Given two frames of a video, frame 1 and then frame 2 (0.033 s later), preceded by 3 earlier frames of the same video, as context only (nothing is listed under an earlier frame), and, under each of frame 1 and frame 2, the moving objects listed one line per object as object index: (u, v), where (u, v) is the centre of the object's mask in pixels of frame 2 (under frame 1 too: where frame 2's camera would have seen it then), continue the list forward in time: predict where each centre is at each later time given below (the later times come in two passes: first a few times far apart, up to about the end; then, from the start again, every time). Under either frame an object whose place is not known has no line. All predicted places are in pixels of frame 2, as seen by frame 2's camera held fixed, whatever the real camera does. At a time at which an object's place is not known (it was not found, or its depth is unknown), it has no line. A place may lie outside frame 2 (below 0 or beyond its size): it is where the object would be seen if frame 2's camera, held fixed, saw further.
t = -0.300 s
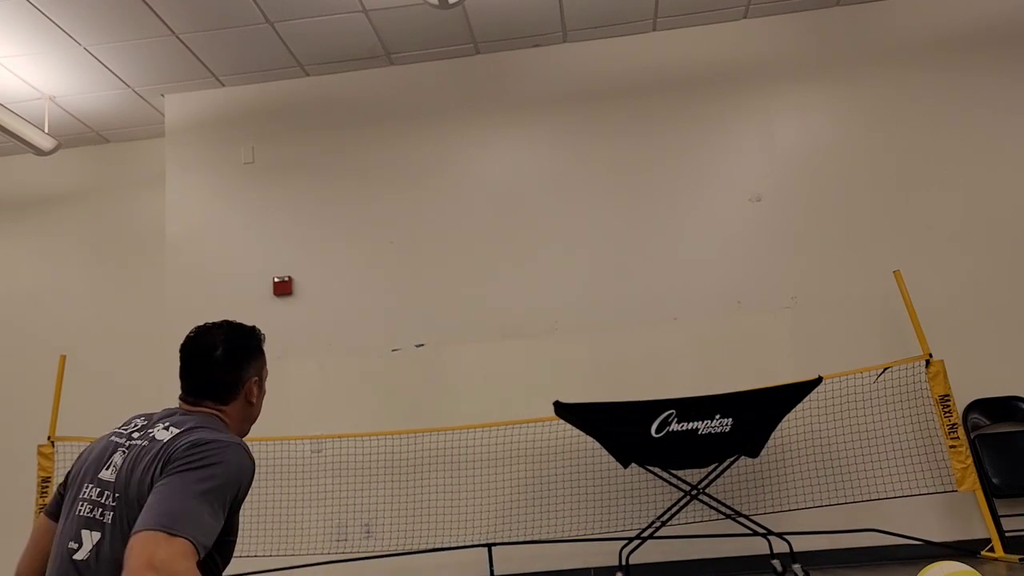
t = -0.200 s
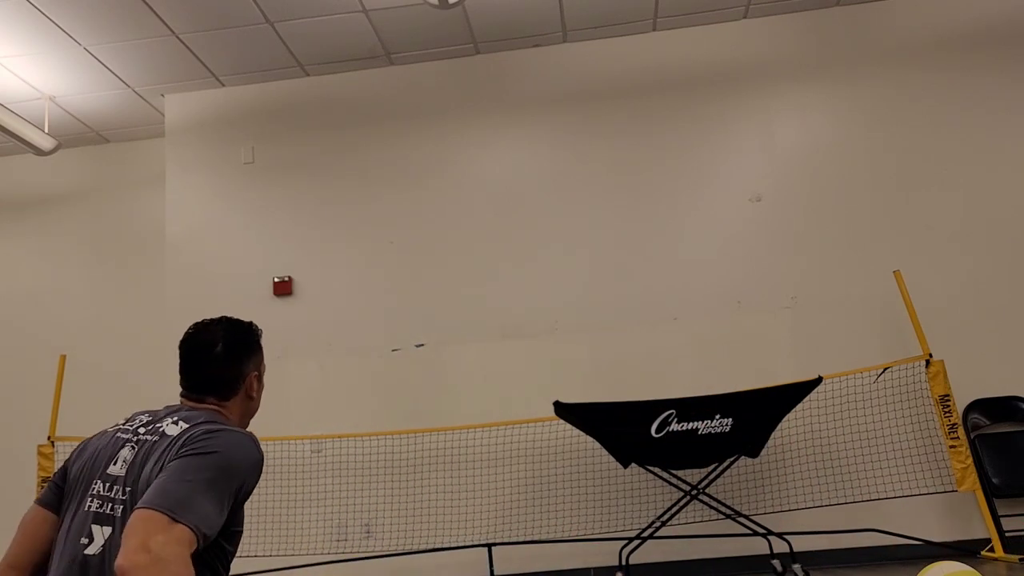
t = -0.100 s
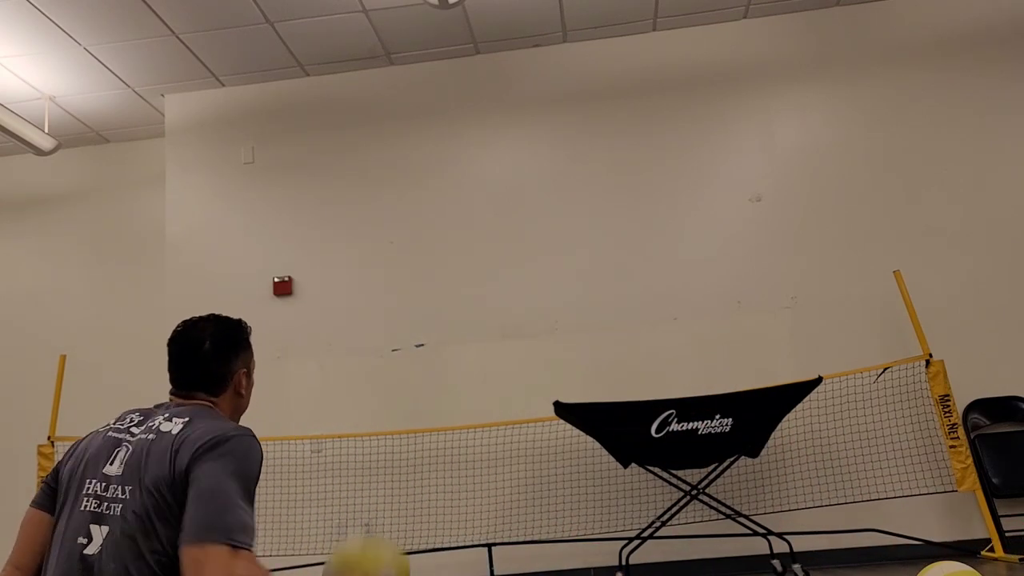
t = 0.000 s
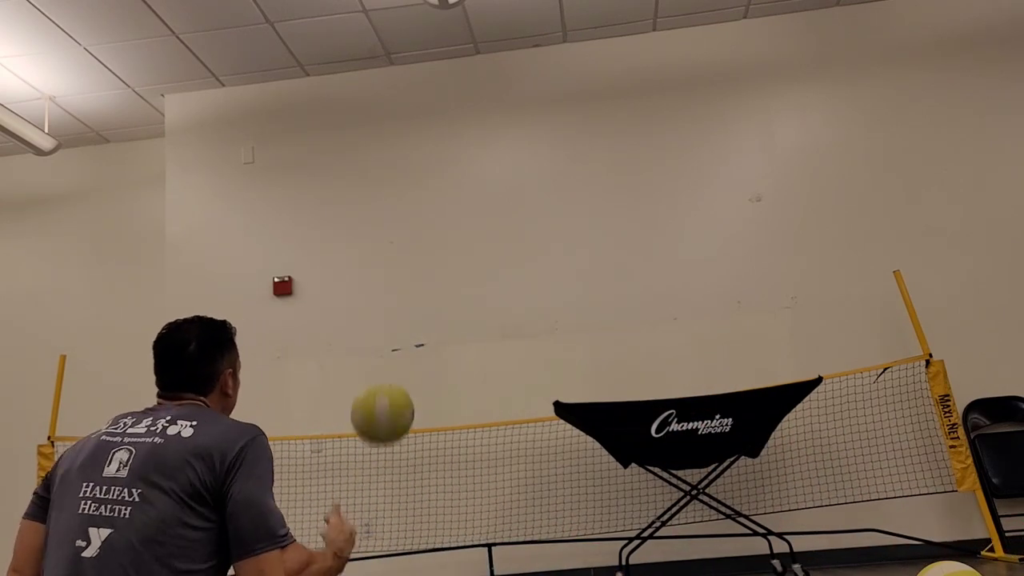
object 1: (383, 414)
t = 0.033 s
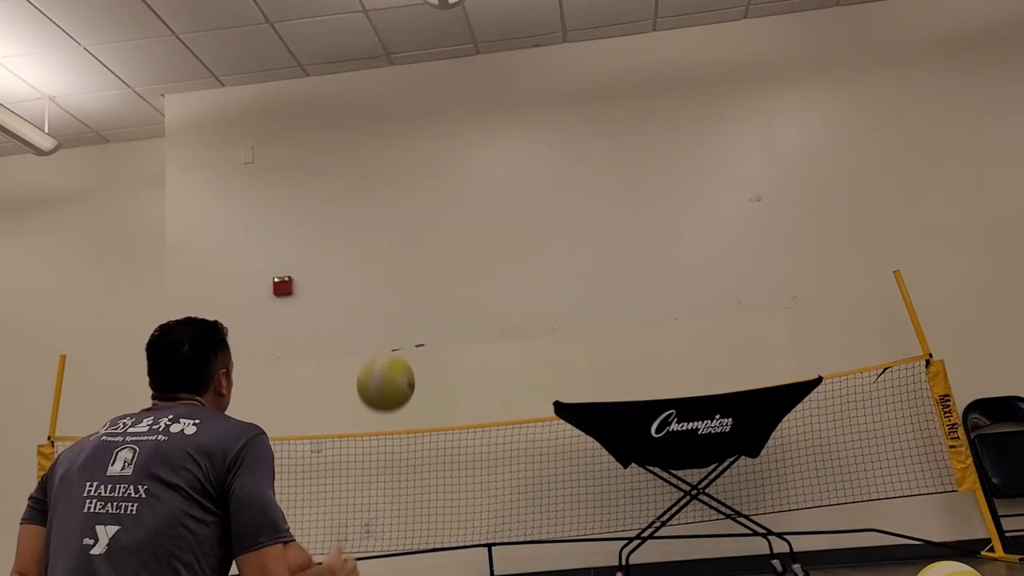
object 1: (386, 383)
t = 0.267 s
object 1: (401, 313)
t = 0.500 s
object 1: (378, 305)
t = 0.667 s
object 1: (317, 297)
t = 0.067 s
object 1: (389, 360)
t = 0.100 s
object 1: (391, 343)
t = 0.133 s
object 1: (393, 331)
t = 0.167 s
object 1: (395, 322)
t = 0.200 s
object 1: (397, 317)
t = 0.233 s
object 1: (399, 314)
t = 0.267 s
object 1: (401, 313)
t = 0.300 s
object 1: (403, 314)
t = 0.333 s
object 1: (404, 317)
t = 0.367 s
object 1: (406, 322)
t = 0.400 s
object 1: (408, 327)
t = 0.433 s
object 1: (398, 319)
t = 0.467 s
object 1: (388, 311)
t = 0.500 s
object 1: (378, 305)
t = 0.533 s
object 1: (366, 300)
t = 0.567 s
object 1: (355, 296)
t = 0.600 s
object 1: (343, 295)
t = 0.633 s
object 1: (330, 295)
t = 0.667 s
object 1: (317, 297)
